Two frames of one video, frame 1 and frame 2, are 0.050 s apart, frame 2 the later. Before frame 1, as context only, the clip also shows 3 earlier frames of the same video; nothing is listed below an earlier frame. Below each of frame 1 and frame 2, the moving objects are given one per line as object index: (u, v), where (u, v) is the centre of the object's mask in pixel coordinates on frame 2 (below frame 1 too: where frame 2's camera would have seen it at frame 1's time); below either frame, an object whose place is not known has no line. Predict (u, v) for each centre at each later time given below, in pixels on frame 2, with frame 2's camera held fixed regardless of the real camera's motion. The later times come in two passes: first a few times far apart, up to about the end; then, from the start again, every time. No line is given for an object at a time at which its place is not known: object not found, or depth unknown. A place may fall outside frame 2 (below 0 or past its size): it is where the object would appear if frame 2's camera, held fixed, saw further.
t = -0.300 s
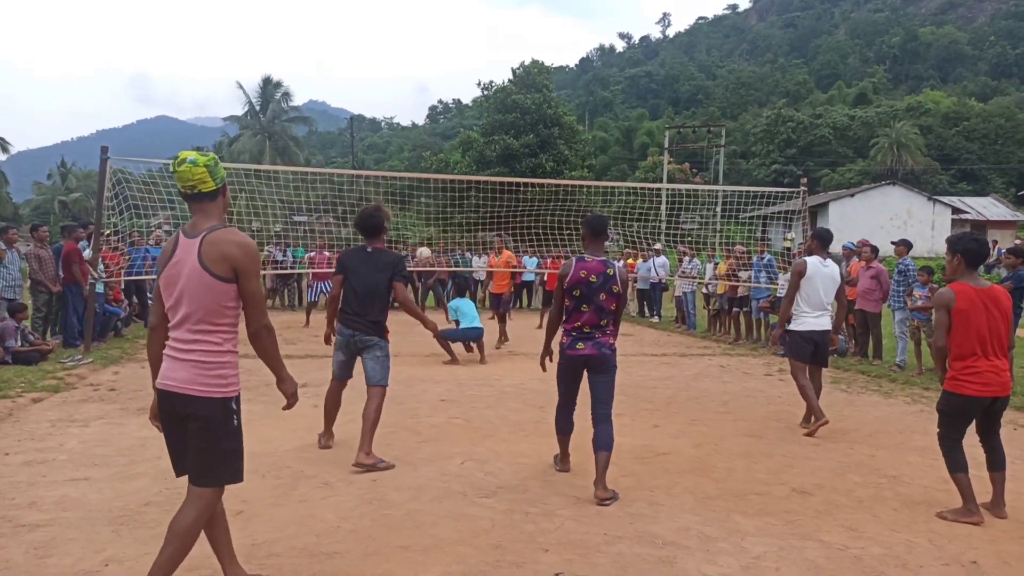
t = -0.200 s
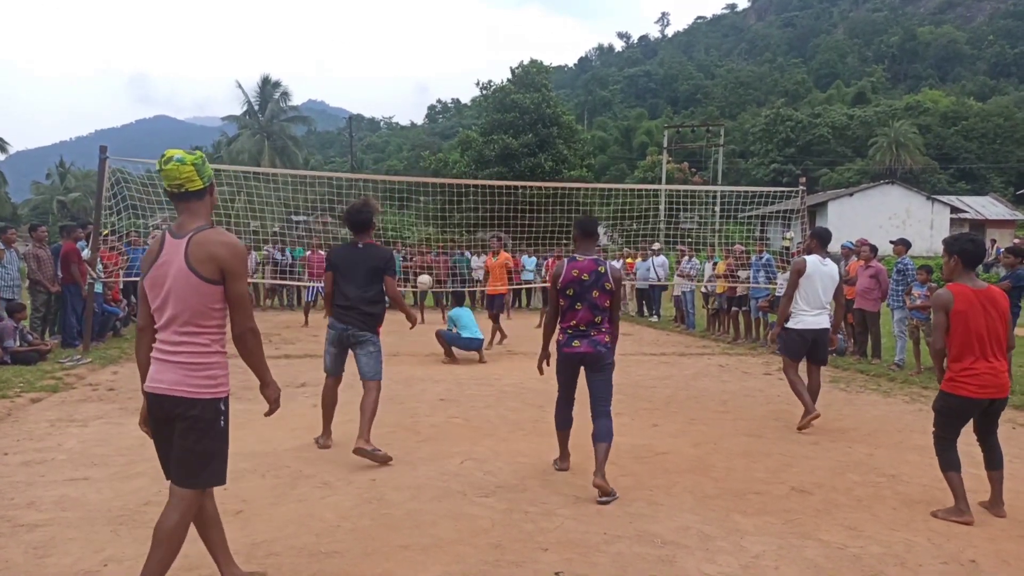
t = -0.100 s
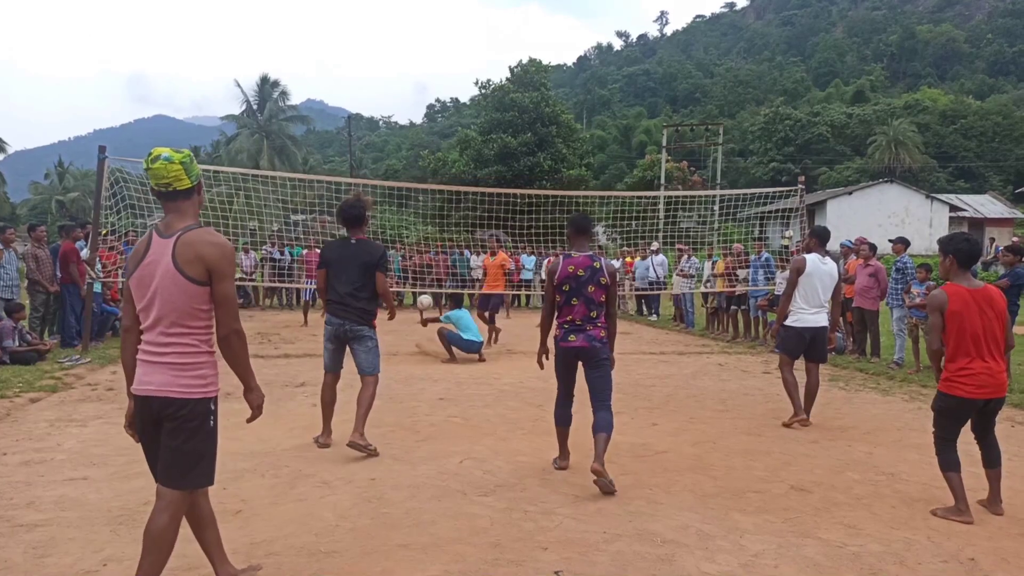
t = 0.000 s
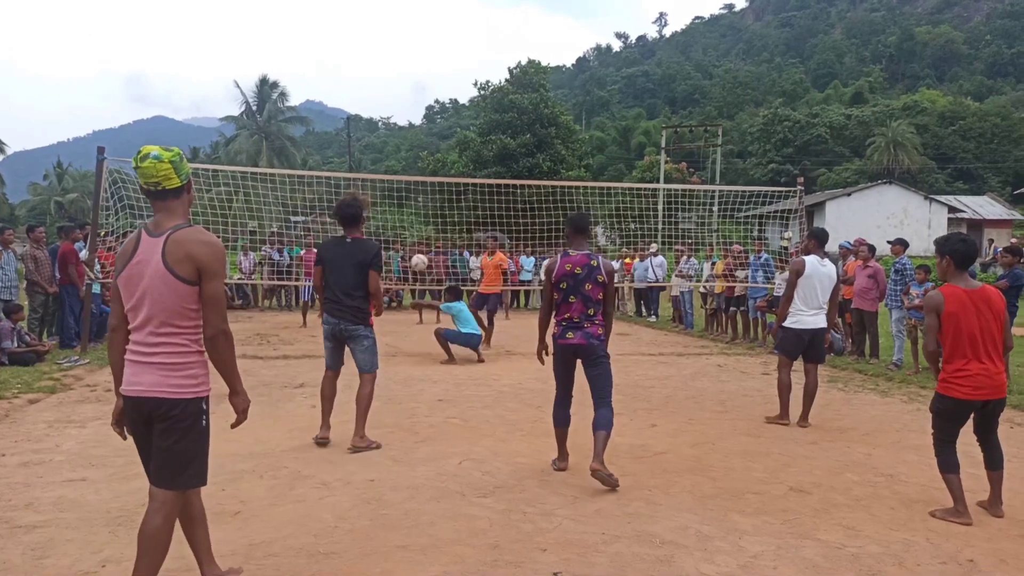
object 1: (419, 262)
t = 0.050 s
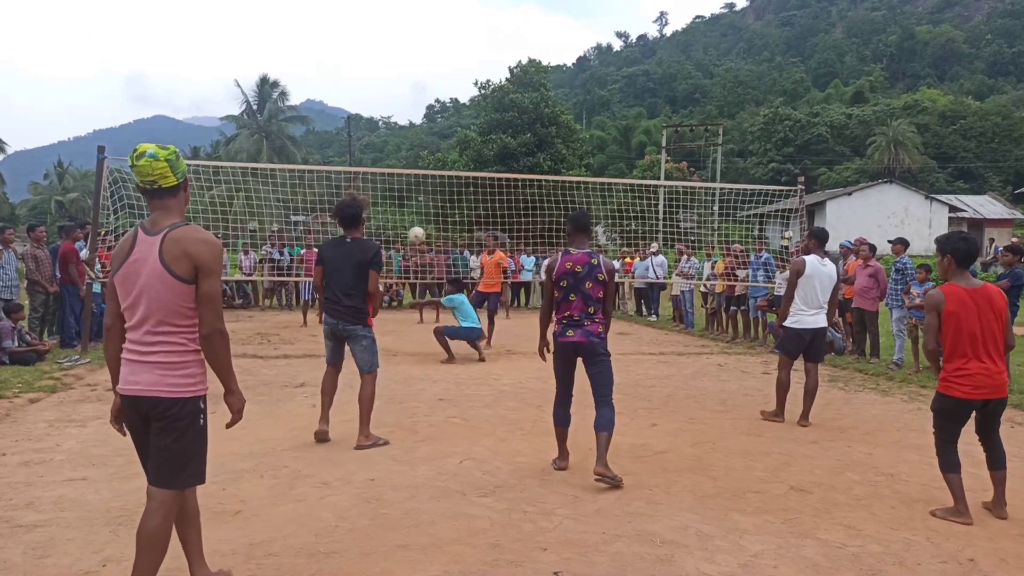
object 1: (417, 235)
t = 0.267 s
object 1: (403, 131)
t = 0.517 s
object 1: (385, 40)
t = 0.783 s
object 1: (363, -3)
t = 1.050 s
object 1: (336, 28)
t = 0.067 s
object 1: (416, 227)
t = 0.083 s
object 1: (415, 218)
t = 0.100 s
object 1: (413, 210)
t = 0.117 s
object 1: (413, 201)
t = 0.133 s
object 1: (411, 193)
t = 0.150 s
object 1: (410, 185)
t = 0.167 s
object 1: (409, 177)
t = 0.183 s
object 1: (409, 168)
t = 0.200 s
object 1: (408, 161)
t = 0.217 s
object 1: (406, 153)
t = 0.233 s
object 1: (405, 146)
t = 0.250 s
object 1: (404, 139)
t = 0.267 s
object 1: (403, 131)
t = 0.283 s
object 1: (402, 125)
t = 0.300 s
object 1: (401, 118)
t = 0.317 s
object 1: (400, 110)
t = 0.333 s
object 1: (398, 104)
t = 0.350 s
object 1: (397, 97)
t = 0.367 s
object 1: (396, 91)
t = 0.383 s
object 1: (395, 85)
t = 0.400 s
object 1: (394, 78)
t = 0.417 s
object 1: (392, 73)
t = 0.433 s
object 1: (391, 67)
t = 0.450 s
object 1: (390, 61)
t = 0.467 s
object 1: (389, 56)
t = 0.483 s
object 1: (387, 50)
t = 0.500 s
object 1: (386, 45)
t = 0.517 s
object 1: (385, 40)
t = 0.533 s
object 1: (384, 36)
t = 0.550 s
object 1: (382, 32)
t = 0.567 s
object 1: (381, 27)
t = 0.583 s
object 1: (380, 24)
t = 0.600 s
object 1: (378, 20)
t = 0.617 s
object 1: (377, 16)
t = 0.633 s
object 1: (376, 13)
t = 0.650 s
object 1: (375, 10)
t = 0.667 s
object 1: (373, 8)
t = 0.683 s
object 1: (371, 5)
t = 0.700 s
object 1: (370, 3)
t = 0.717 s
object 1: (369, 1)
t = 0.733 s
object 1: (367, 0)
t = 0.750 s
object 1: (366, -2)
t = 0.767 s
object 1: (364, -2)
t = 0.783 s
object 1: (363, -3)
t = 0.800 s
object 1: (361, -3)
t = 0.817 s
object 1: (360, -4)
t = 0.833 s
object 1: (358, -4)
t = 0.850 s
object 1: (357, -4)
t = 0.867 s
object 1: (355, -3)
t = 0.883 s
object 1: (353, -2)
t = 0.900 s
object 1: (352, -1)
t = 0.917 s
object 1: (350, 0)
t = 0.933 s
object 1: (348, 2)
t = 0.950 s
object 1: (347, 5)
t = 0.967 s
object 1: (345, 7)
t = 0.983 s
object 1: (343, 11)
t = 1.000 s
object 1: (341, 15)
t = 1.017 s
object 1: (340, 19)
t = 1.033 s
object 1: (338, 23)
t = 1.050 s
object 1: (336, 28)
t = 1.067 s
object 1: (334, 33)
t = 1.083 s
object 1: (332, 39)
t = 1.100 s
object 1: (330, 45)
